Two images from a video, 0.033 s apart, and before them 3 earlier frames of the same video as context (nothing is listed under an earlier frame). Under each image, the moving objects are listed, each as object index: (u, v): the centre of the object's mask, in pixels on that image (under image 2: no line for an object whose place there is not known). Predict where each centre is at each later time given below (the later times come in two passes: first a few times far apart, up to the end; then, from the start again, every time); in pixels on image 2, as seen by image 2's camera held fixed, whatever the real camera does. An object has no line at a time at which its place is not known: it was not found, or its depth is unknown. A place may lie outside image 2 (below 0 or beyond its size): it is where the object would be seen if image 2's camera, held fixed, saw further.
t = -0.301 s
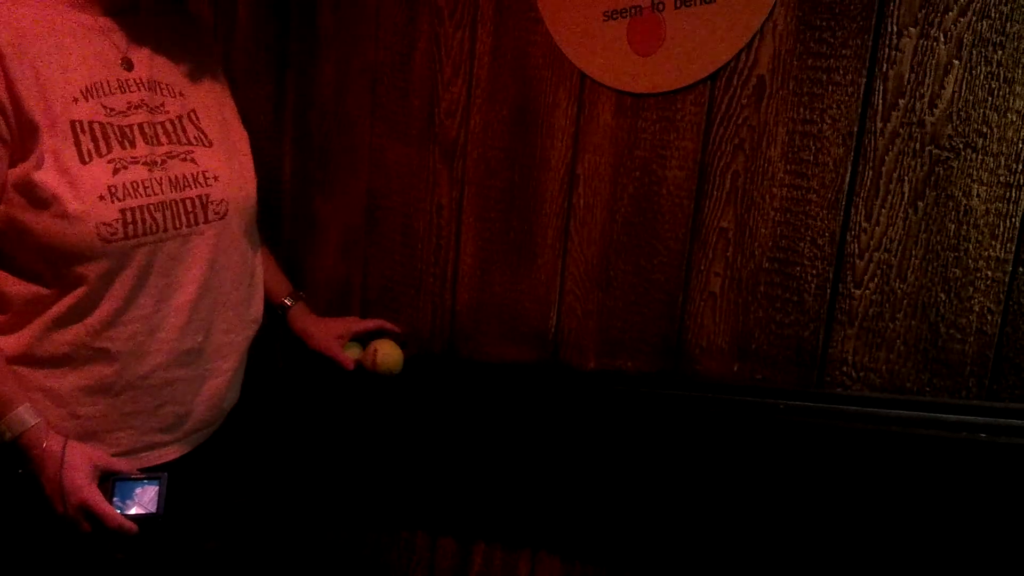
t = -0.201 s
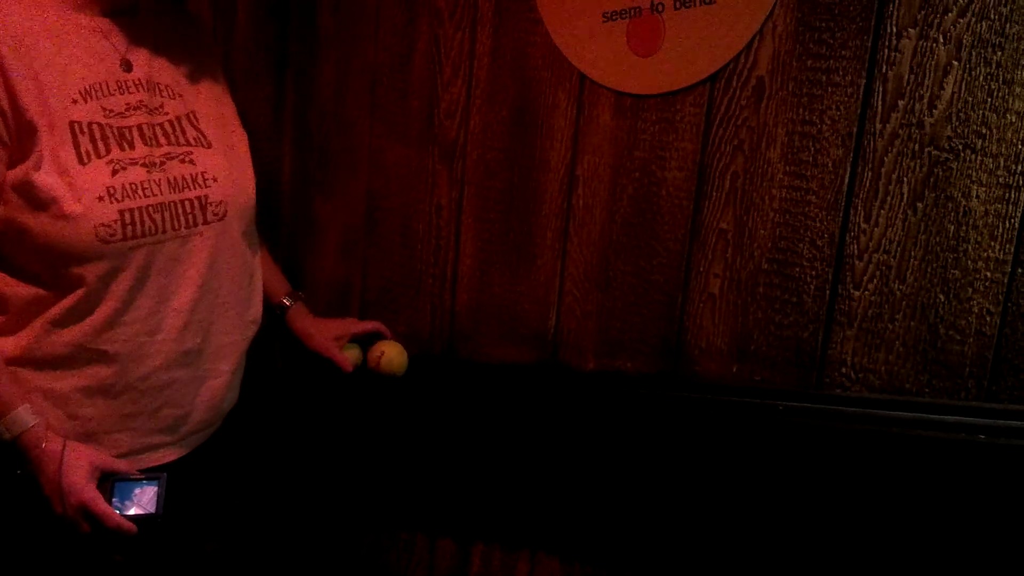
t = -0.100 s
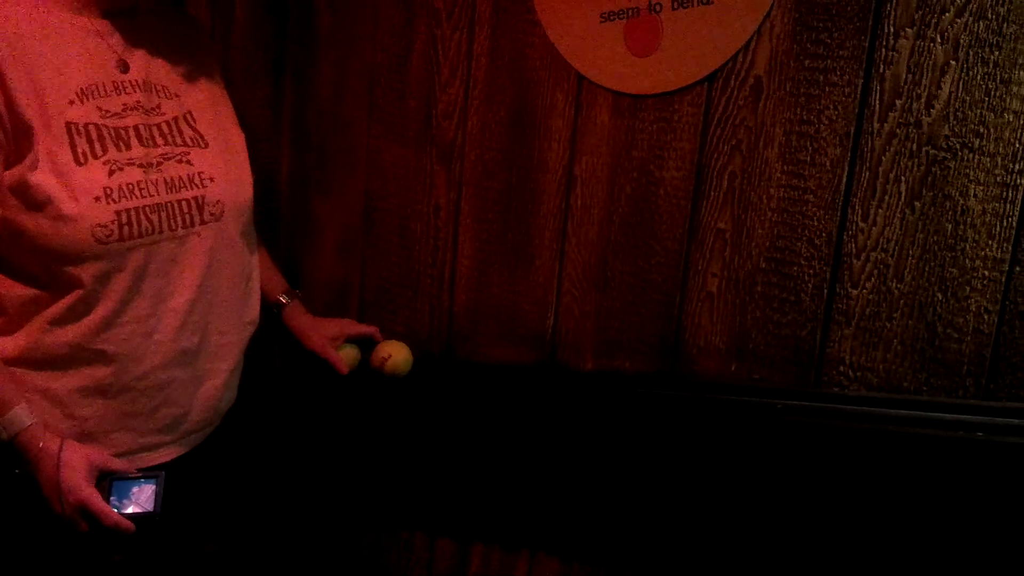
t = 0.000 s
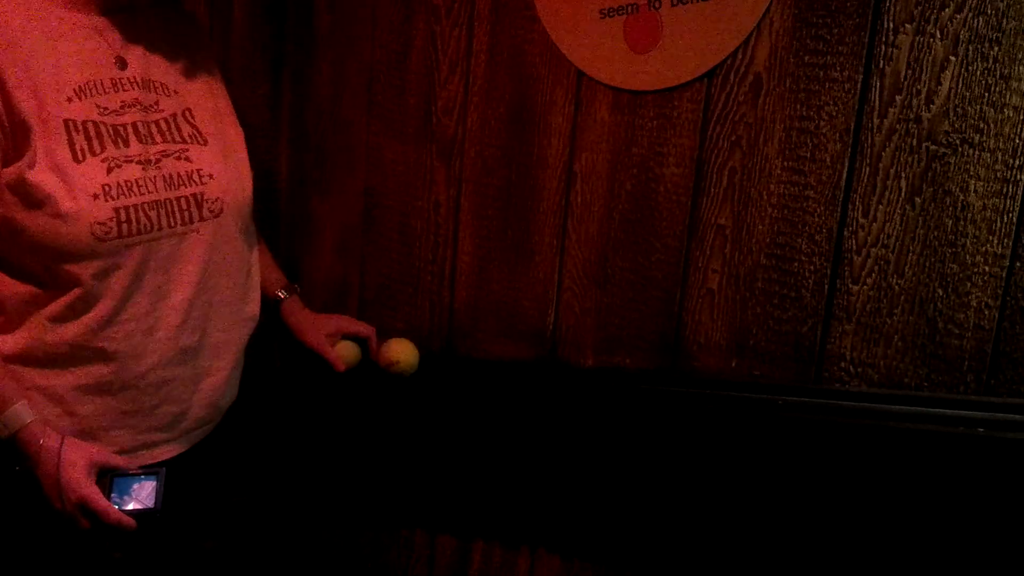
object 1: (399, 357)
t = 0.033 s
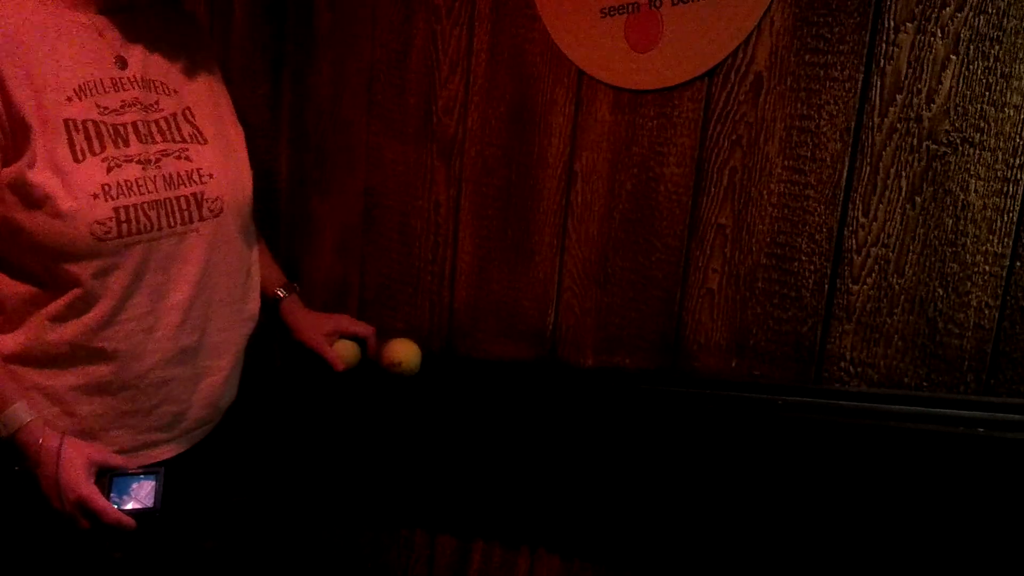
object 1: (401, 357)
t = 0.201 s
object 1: (417, 356)
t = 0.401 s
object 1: (434, 360)
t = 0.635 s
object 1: (460, 362)
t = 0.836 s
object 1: (485, 363)
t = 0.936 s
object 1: (499, 365)
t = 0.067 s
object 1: (404, 357)
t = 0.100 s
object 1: (407, 357)
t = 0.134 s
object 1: (410, 358)
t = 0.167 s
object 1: (413, 357)
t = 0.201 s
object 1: (417, 356)
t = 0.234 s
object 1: (419, 357)
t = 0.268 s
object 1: (422, 357)
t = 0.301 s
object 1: (425, 358)
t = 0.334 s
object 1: (427, 360)
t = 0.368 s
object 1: (431, 360)
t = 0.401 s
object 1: (434, 360)
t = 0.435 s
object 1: (438, 360)
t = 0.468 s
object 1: (441, 361)
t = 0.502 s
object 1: (445, 361)
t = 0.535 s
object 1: (449, 361)
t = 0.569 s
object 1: (453, 362)
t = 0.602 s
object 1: (456, 361)
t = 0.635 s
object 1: (460, 362)
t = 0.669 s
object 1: (464, 362)
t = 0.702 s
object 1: (468, 362)
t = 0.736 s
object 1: (472, 362)
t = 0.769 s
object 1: (477, 362)
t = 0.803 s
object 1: (480, 362)
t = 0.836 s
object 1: (485, 363)
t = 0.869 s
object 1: (490, 363)
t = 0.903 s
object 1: (494, 364)
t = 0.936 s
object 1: (499, 365)
